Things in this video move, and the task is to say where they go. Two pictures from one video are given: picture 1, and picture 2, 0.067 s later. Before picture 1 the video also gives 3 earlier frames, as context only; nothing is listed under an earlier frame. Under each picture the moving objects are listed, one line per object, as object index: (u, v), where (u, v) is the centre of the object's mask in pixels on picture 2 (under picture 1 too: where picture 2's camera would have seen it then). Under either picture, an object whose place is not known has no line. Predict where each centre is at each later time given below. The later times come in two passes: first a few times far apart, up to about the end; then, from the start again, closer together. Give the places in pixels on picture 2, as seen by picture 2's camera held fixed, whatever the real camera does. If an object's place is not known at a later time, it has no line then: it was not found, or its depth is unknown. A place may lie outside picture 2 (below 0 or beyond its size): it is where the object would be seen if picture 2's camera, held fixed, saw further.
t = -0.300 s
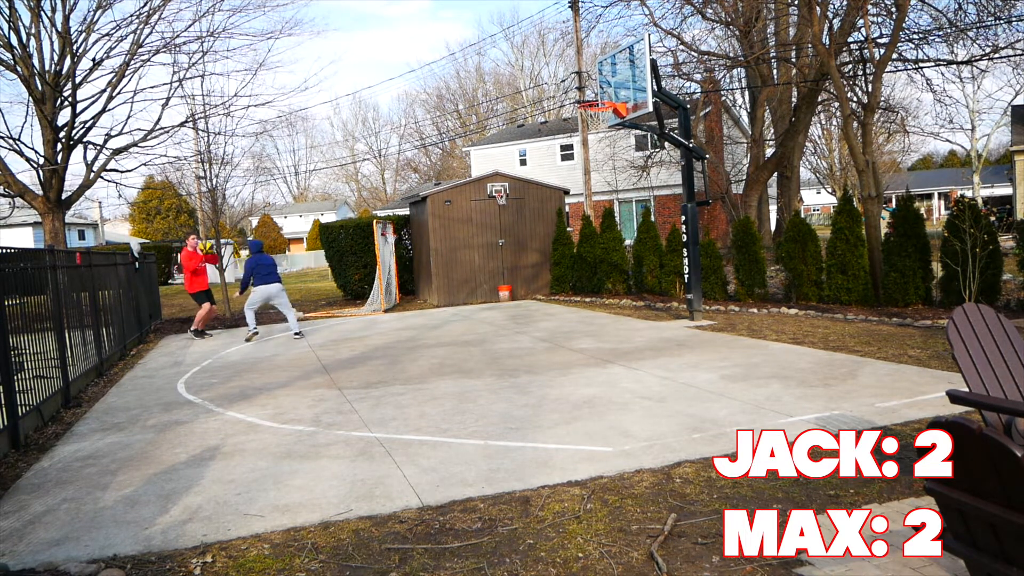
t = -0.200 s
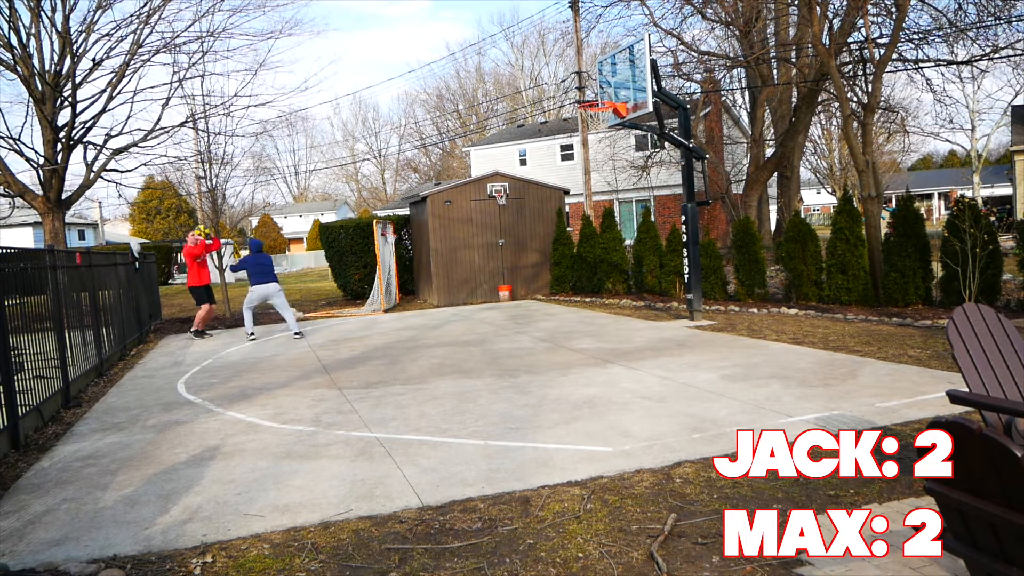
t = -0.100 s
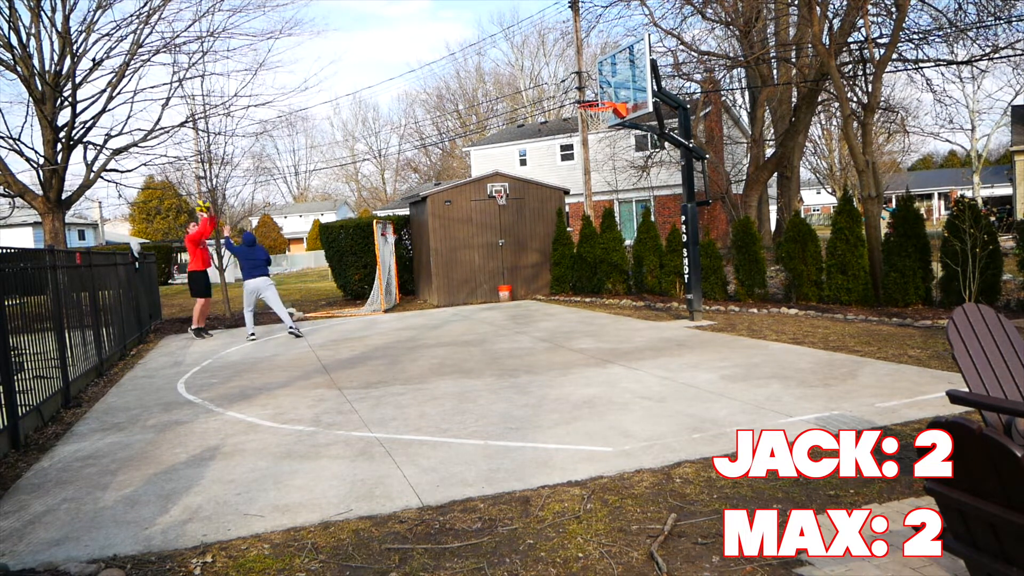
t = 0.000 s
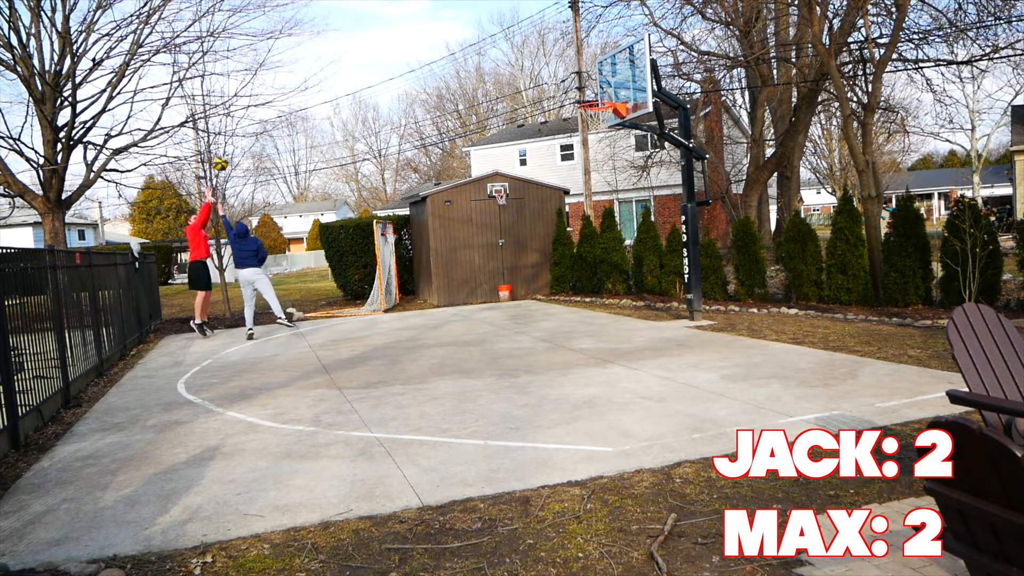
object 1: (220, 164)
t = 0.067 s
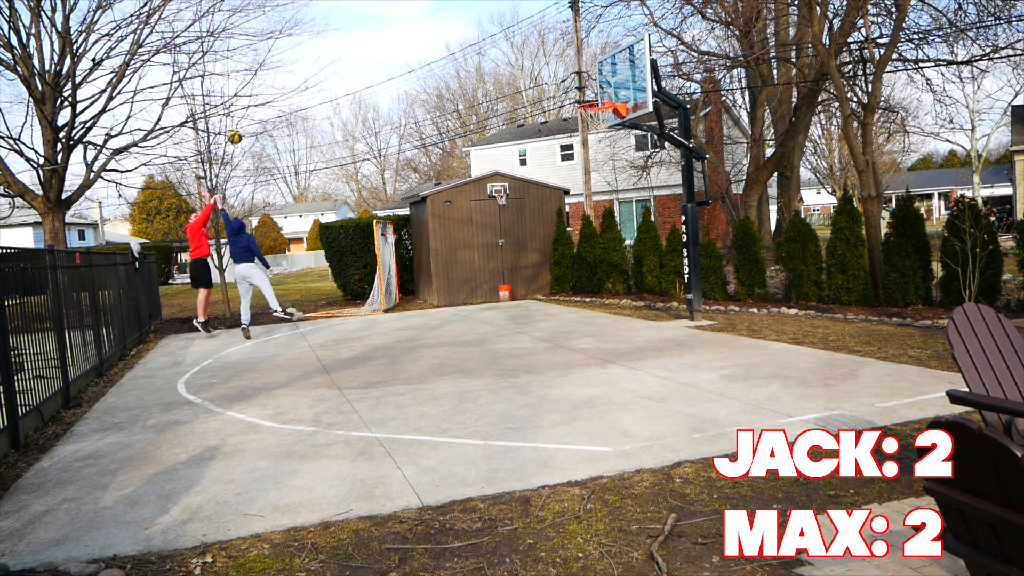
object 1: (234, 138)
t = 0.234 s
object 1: (273, 79)
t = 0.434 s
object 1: (325, 29)
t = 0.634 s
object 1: (382, 5)
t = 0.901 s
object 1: (468, 10)
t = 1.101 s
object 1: (540, 51)
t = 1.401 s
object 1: (596, 126)
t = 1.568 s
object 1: (580, 136)
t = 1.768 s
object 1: (564, 174)
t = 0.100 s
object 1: (242, 125)
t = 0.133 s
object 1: (249, 113)
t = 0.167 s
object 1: (257, 100)
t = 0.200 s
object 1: (265, 89)
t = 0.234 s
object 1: (273, 79)
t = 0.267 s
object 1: (281, 69)
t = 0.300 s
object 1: (290, 60)
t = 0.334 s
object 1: (298, 51)
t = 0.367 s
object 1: (307, 44)
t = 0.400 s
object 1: (315, 36)
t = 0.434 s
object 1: (325, 29)
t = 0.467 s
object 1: (334, 23)
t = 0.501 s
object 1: (343, 18)
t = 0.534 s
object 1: (353, 13)
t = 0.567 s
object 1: (362, 9)
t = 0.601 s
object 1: (372, 6)
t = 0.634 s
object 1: (382, 5)
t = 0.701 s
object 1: (403, 4)
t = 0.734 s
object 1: (413, 4)
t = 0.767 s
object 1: (424, 4)
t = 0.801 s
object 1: (435, 4)
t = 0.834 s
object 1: (446, 6)
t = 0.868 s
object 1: (457, 7)
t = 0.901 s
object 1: (468, 10)
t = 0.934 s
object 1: (480, 15)
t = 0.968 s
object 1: (492, 21)
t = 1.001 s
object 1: (504, 27)
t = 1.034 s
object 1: (516, 34)
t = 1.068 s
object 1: (528, 42)
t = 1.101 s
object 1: (540, 51)
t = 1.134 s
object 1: (553, 60)
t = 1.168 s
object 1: (566, 71)
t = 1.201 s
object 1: (578, 82)
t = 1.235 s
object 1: (590, 95)
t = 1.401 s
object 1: (596, 126)
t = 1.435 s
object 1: (592, 127)
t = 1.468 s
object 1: (589, 128)
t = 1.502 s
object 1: (585, 130)
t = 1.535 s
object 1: (583, 132)
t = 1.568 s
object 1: (580, 136)
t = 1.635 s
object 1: (574, 145)
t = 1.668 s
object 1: (570, 152)
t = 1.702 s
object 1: (569, 158)
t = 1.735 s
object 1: (567, 165)
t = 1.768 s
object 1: (564, 174)
